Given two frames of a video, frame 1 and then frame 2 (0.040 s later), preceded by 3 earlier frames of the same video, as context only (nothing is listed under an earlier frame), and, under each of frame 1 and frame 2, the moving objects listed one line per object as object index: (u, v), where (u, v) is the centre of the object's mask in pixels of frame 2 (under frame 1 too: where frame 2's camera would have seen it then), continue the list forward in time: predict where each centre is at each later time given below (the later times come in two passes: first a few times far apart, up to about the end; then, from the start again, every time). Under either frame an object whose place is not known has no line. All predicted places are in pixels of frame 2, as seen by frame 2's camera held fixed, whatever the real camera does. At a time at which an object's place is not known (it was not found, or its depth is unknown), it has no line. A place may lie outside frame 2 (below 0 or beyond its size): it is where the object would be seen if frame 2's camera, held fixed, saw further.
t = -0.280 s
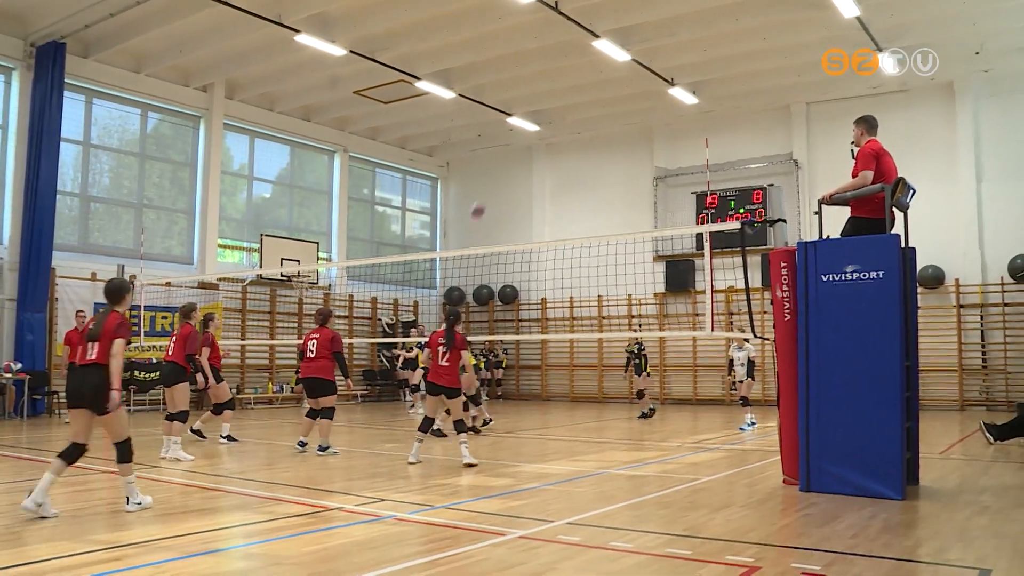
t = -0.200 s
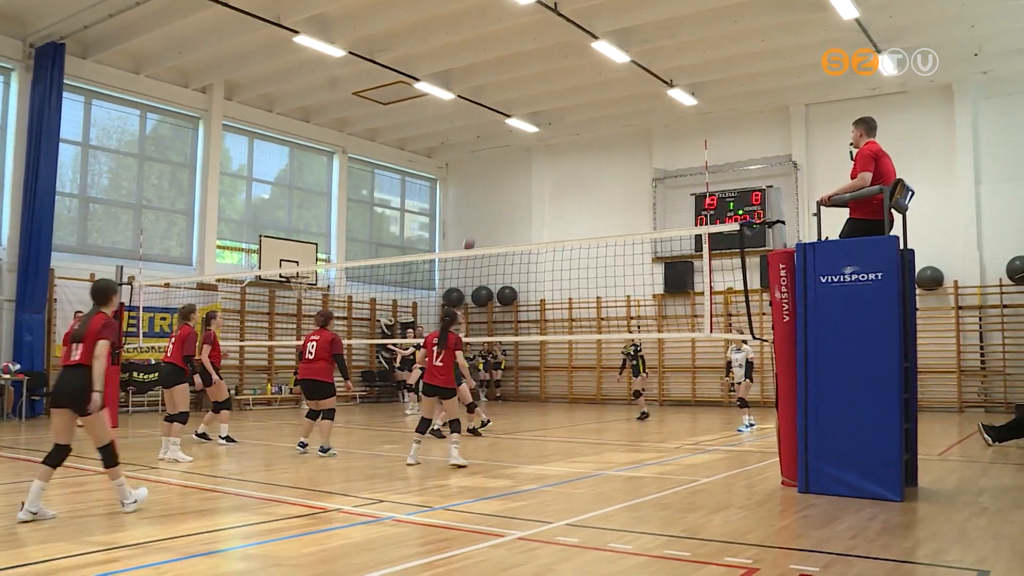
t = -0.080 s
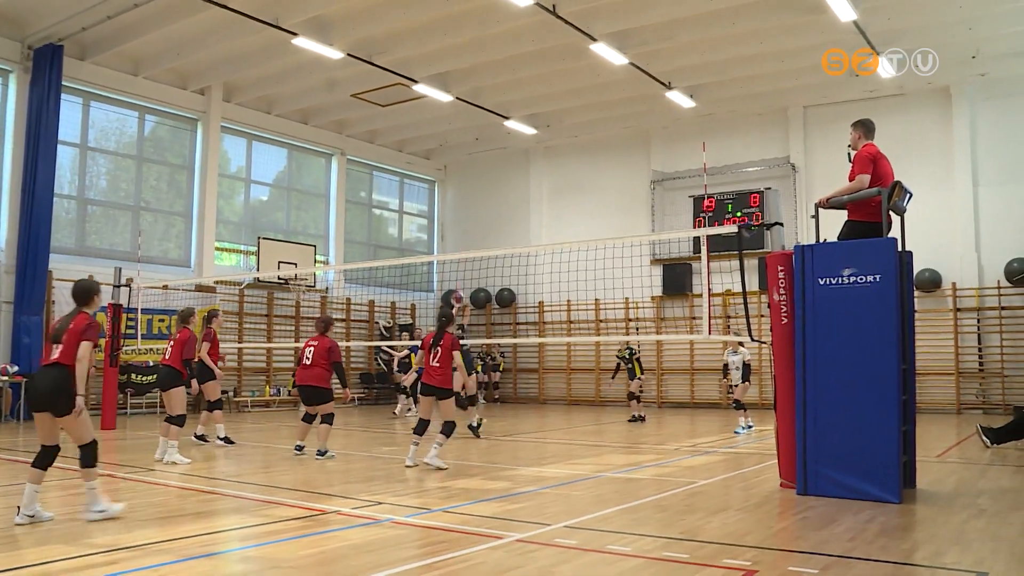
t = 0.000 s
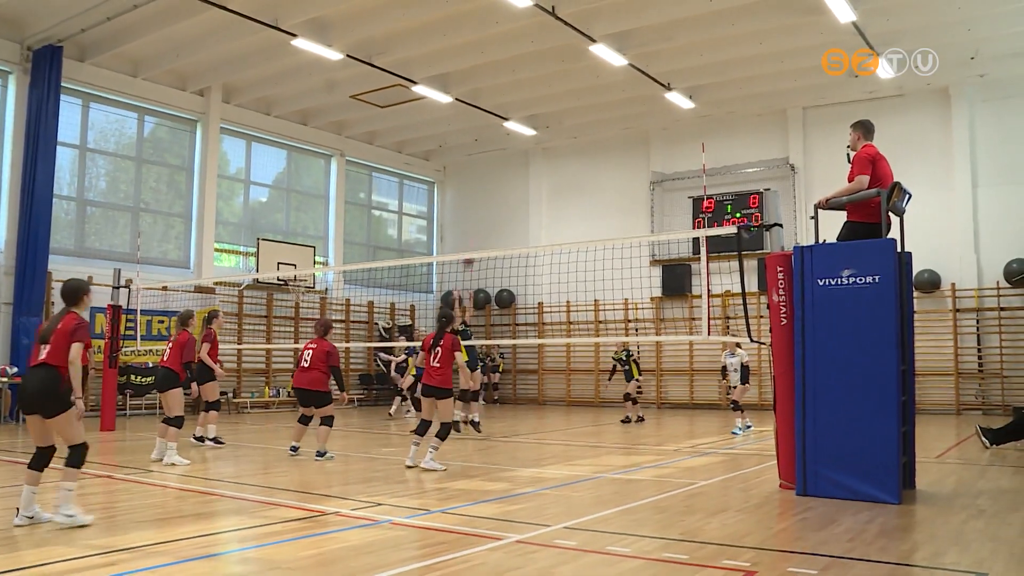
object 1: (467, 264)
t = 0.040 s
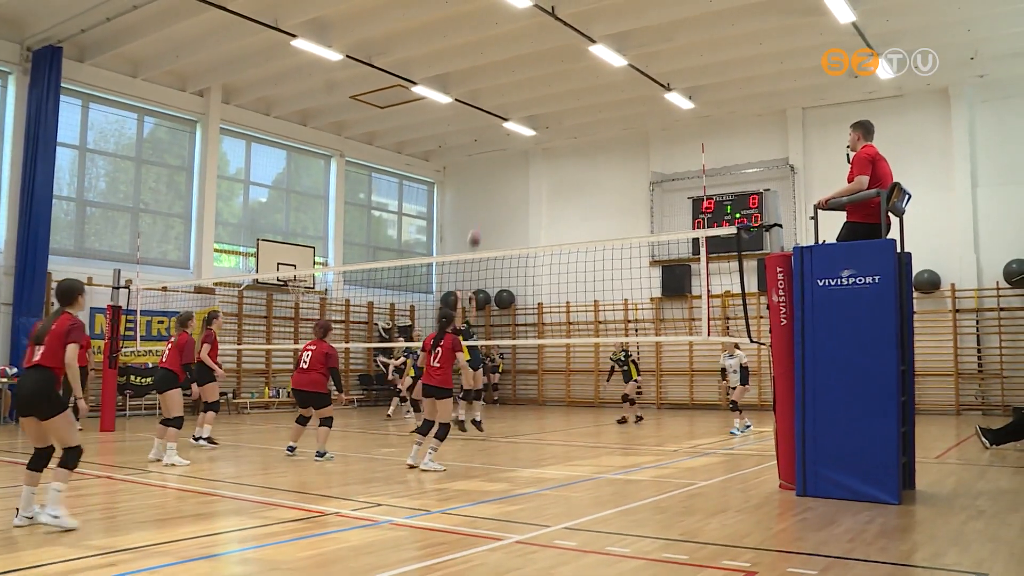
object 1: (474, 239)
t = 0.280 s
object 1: (506, 140)
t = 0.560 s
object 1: (543, 71)
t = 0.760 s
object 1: (572, 55)
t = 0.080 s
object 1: (479, 220)
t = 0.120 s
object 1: (485, 202)
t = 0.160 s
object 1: (491, 185)
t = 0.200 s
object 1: (496, 169)
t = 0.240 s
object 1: (501, 153)
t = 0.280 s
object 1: (506, 140)
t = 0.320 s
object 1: (510, 127)
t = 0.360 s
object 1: (517, 113)
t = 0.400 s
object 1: (522, 103)
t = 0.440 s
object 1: (527, 93)
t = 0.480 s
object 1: (532, 85)
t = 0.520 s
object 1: (538, 77)
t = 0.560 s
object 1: (543, 71)
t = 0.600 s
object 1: (549, 65)
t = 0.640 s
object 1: (555, 61)
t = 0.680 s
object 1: (560, 58)
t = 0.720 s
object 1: (566, 56)
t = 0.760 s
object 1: (572, 55)
